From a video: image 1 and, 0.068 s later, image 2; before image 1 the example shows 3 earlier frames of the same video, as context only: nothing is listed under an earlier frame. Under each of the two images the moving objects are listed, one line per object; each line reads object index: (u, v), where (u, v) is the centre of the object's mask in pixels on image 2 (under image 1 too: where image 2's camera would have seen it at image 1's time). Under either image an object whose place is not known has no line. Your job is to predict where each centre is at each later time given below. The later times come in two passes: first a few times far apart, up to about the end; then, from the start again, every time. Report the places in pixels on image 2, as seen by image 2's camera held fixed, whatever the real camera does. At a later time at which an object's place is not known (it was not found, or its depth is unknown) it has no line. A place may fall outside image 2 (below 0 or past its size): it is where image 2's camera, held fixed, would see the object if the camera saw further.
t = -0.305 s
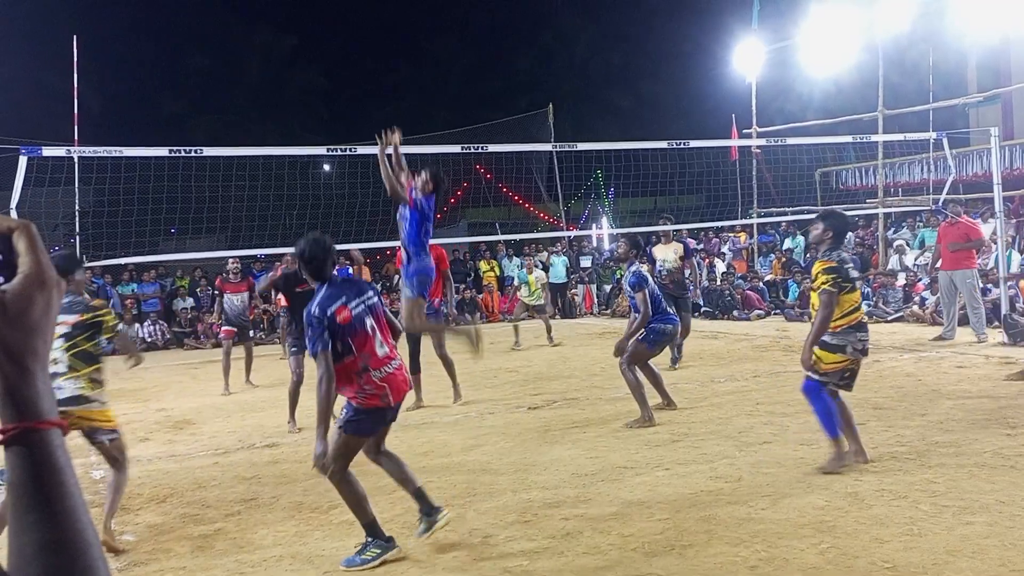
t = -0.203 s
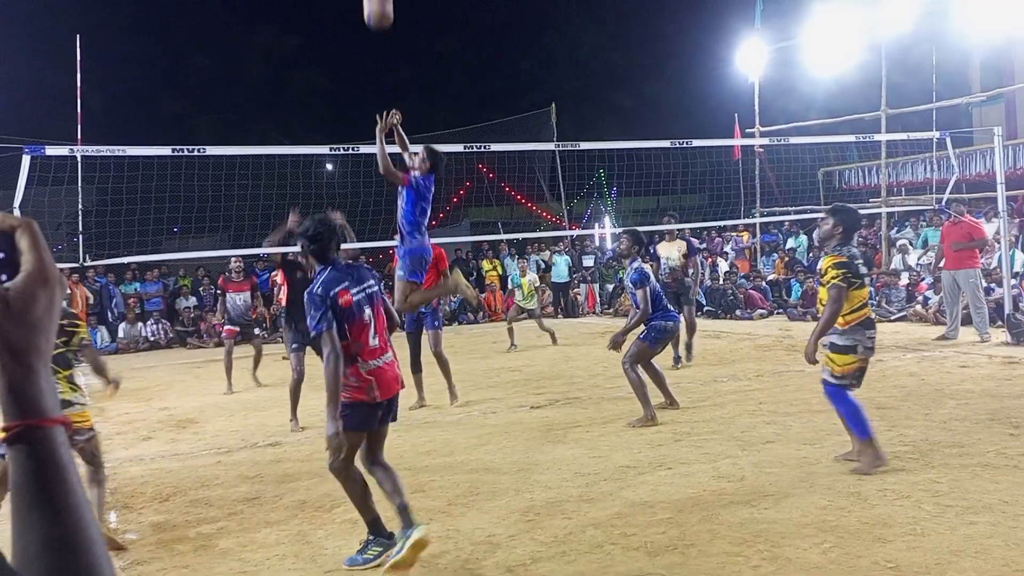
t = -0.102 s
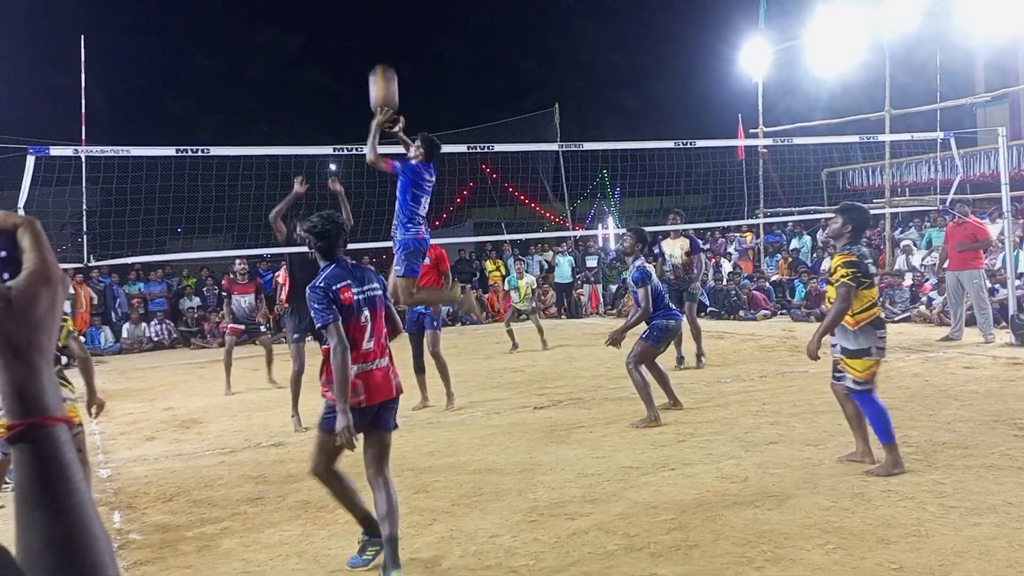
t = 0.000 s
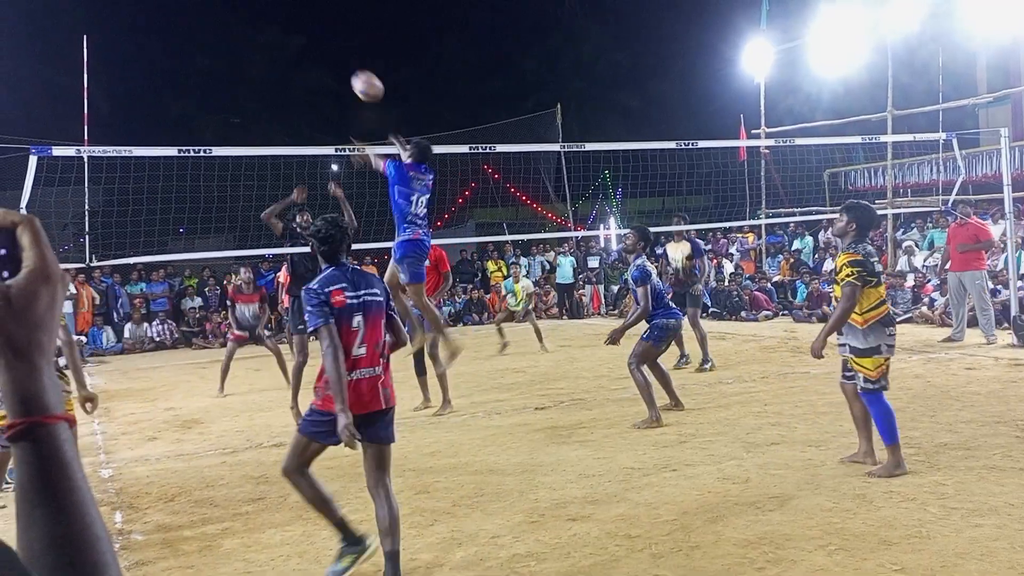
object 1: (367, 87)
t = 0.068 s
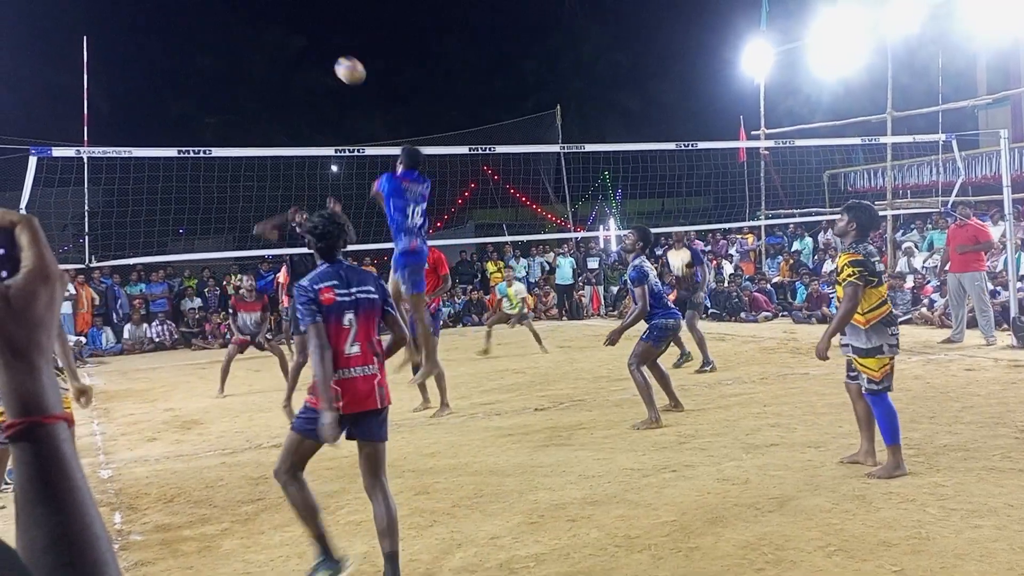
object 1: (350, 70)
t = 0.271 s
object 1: (315, 56)
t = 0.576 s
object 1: (288, 100)
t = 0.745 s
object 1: (282, 142)
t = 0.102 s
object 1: (342, 64)
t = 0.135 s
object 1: (335, 60)
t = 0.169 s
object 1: (330, 57)
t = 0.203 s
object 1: (325, 55)
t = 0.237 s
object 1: (320, 55)
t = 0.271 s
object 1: (315, 56)
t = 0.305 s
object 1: (311, 58)
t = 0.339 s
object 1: (307, 60)
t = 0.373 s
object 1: (303, 64)
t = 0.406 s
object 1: (300, 68)
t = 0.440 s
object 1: (298, 73)
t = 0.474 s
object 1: (295, 79)
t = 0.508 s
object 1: (292, 86)
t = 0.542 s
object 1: (290, 93)
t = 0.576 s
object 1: (288, 100)
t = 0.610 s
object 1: (287, 108)
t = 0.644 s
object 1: (285, 117)
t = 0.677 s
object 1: (284, 125)
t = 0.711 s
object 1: (283, 135)
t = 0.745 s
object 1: (282, 142)
